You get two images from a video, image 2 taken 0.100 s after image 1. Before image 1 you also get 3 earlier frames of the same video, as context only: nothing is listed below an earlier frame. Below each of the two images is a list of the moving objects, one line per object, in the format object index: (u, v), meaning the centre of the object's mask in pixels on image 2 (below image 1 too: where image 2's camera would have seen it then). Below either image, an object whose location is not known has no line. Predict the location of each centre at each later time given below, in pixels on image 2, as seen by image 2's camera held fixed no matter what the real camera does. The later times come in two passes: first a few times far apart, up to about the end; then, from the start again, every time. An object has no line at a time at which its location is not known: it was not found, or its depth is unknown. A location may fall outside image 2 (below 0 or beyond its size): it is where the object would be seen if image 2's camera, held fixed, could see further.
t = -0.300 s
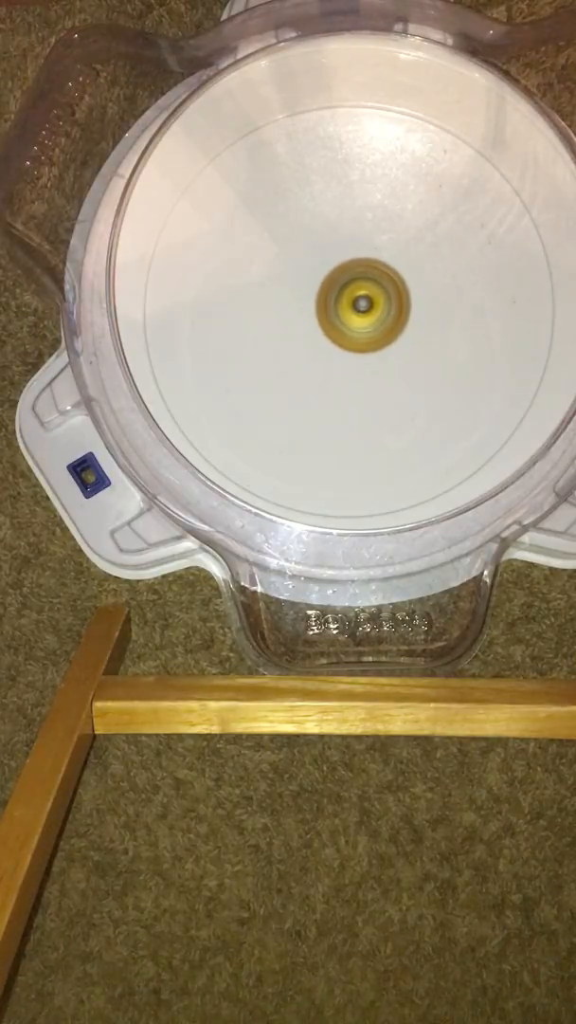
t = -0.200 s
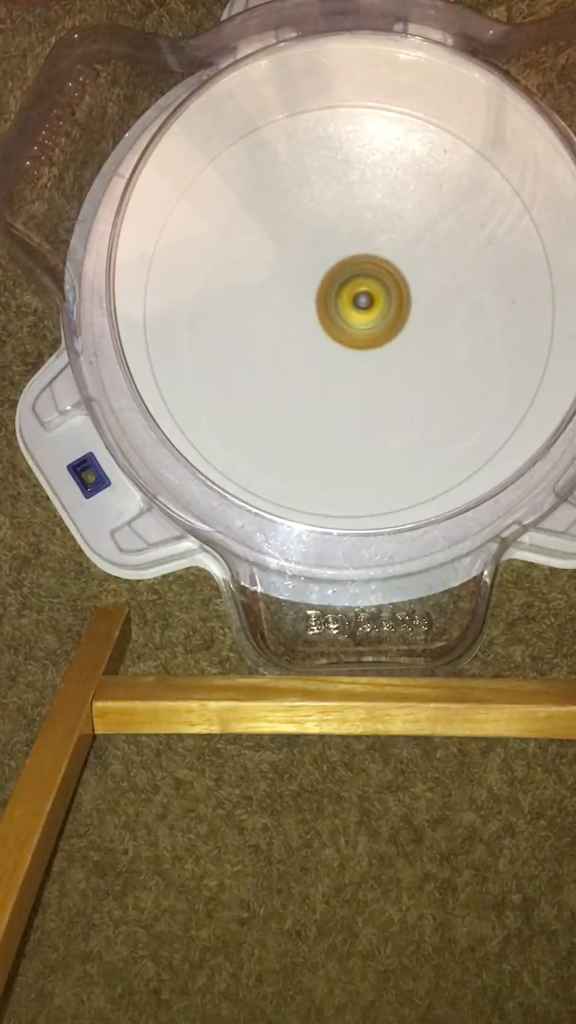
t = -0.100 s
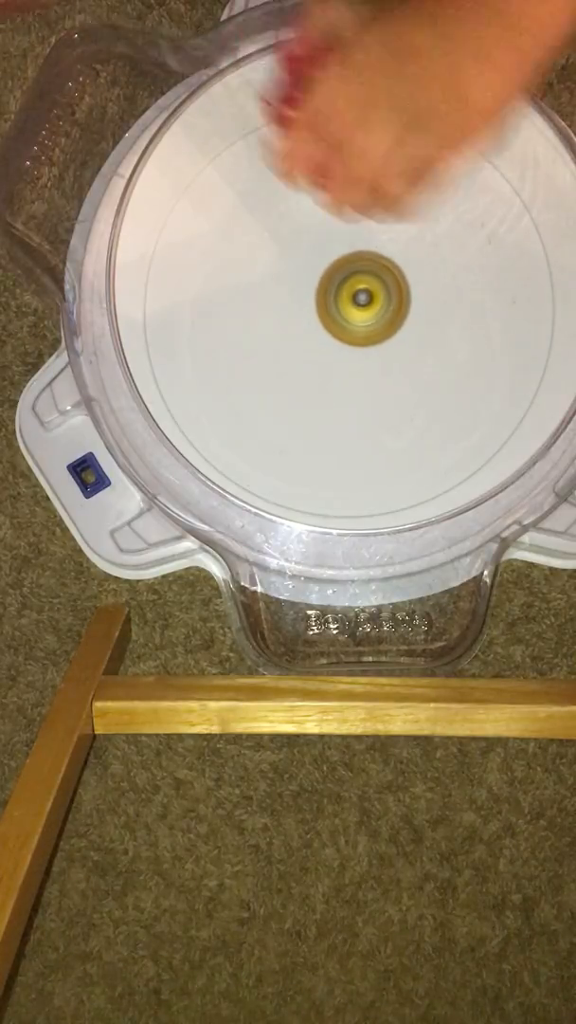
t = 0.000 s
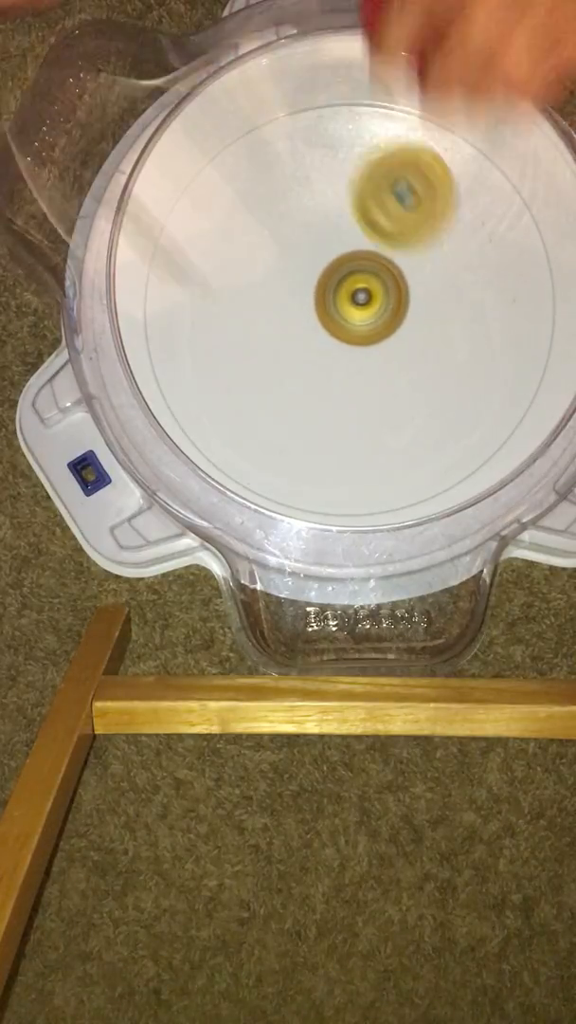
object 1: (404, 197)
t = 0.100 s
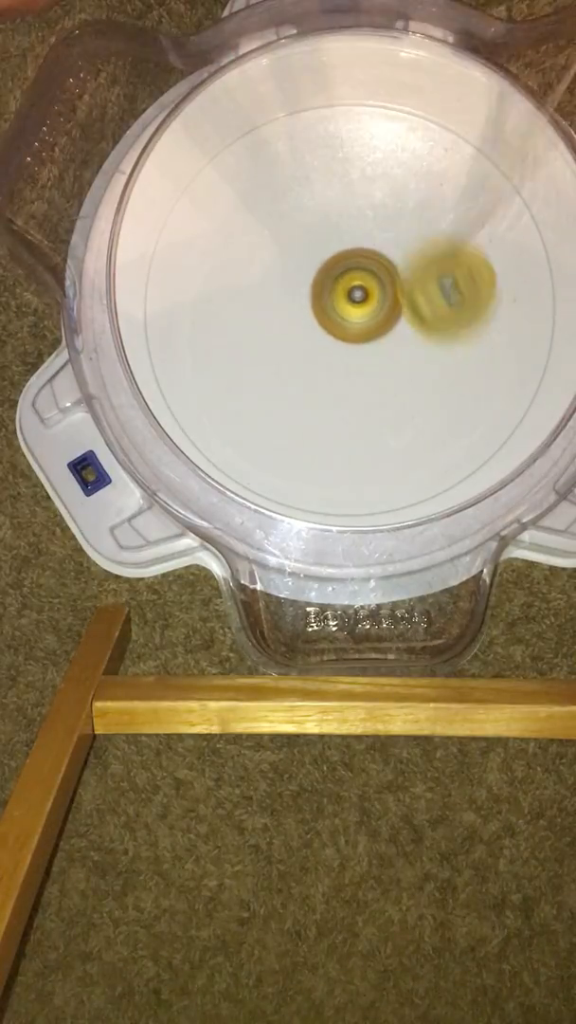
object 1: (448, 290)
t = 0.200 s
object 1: (504, 363)
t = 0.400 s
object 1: (499, 410)
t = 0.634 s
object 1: (446, 325)
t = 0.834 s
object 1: (464, 194)
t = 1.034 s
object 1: (284, 131)
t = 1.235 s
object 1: (197, 403)
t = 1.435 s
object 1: (451, 532)
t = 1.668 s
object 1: (496, 232)
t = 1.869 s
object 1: (240, 134)
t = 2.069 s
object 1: (228, 452)
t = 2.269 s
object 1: (534, 375)
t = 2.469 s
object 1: (354, 100)
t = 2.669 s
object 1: (164, 352)
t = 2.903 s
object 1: (478, 452)
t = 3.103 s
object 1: (471, 139)
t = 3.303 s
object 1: (173, 213)
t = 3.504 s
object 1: (275, 481)
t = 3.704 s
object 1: (534, 374)
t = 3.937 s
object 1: (366, 100)
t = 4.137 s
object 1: (152, 290)
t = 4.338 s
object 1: (325, 496)
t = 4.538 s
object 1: (541, 341)
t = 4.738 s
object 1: (402, 105)
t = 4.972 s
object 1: (152, 281)
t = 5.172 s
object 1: (294, 489)
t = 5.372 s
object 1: (528, 394)
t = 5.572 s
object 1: (476, 141)
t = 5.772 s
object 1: (220, 149)
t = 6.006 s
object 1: (199, 421)
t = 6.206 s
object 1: (420, 487)
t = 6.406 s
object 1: (543, 291)
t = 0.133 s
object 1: (469, 317)
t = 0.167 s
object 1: (488, 338)
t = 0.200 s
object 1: (504, 363)
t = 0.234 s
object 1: (514, 379)
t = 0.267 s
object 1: (519, 393)
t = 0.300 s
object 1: (520, 402)
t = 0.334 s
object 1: (516, 408)
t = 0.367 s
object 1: (510, 411)
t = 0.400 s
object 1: (499, 410)
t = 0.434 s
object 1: (484, 402)
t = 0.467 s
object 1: (468, 390)
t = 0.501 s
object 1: (452, 373)
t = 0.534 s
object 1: (436, 352)
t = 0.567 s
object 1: (436, 341)
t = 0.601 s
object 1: (441, 335)
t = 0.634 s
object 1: (446, 325)
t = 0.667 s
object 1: (450, 312)
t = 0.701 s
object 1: (455, 296)
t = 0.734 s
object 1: (460, 276)
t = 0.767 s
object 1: (463, 252)
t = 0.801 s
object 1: (466, 224)
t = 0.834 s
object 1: (464, 194)
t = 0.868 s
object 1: (456, 163)
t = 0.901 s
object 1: (441, 131)
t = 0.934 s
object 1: (413, 111)
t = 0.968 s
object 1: (372, 109)
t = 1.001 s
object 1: (324, 114)
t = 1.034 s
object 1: (284, 131)
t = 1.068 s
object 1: (243, 161)
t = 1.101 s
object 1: (210, 203)
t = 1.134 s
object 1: (190, 250)
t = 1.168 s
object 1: (180, 301)
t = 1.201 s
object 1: (184, 353)
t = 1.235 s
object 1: (197, 403)
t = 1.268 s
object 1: (224, 444)
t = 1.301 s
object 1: (259, 476)
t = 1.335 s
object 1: (303, 495)
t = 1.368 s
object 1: (350, 527)
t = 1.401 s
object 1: (407, 538)
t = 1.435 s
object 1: (451, 532)
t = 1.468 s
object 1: (457, 498)
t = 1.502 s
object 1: (460, 461)
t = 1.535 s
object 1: (470, 427)
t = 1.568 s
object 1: (480, 383)
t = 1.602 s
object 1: (490, 338)
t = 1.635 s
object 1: (499, 288)
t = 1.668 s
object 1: (496, 232)
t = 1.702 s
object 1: (482, 179)
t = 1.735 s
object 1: (455, 130)
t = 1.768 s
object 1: (408, 110)
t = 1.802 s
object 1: (349, 104)
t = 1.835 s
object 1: (292, 109)
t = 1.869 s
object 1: (240, 134)
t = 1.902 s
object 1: (194, 177)
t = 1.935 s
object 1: (165, 234)
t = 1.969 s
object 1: (154, 294)
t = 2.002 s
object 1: (165, 357)
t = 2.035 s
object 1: (188, 407)
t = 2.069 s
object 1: (228, 452)
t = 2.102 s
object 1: (281, 482)
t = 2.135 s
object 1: (334, 497)
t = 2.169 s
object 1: (395, 492)
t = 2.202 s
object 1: (451, 471)
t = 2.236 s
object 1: (503, 430)
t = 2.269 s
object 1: (534, 375)
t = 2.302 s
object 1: (542, 315)
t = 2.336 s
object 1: (538, 253)
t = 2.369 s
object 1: (516, 188)
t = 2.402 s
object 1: (475, 142)
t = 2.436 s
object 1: (421, 111)
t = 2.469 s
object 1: (354, 100)
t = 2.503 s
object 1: (291, 111)
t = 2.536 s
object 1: (239, 136)
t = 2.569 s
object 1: (192, 179)
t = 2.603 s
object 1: (165, 235)
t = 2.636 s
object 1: (154, 292)
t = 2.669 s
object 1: (164, 352)
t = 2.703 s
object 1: (185, 402)
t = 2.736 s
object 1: (221, 445)
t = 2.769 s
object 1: (267, 477)
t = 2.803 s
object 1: (318, 494)
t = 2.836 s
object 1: (374, 496)
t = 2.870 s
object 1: (431, 481)
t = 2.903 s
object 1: (478, 452)
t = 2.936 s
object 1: (520, 407)
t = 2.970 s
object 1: (539, 353)
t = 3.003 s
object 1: (542, 294)
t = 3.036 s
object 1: (535, 233)
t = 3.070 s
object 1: (511, 181)
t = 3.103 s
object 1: (471, 139)
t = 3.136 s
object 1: (419, 109)
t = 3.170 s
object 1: (356, 100)
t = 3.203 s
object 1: (302, 106)
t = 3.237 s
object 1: (249, 129)
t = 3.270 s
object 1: (205, 165)
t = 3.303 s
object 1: (173, 213)
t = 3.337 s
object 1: (158, 267)
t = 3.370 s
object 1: (155, 321)
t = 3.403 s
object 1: (171, 374)
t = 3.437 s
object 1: (195, 418)
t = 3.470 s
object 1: (230, 453)
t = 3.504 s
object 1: (275, 481)
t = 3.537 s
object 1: (324, 495)
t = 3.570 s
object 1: (377, 497)
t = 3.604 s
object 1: (427, 484)
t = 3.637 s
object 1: (475, 459)
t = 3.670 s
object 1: (512, 420)
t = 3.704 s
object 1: (534, 374)
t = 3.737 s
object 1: (542, 324)
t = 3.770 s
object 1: (542, 271)
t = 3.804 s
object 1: (532, 218)
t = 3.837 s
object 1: (508, 174)
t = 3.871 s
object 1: (468, 136)
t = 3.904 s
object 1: (419, 110)
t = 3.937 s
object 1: (366, 100)
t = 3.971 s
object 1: (310, 104)
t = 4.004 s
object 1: (259, 122)
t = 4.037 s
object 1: (217, 152)
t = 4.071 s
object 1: (184, 193)
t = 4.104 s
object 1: (162, 241)
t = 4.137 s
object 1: (152, 290)
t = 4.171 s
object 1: (161, 341)
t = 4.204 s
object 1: (177, 388)
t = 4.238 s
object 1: (201, 426)
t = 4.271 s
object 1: (237, 460)
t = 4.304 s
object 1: (280, 483)
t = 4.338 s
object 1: (325, 496)
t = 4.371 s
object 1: (374, 497)
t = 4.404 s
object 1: (420, 486)
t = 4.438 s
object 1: (466, 464)
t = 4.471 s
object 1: (504, 431)
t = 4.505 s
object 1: (530, 389)
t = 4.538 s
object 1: (541, 341)
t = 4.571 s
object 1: (543, 291)
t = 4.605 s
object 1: (537, 240)
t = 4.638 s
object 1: (522, 194)
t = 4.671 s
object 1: (488, 153)
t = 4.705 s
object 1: (453, 125)
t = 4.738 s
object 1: (402, 105)
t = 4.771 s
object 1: (348, 99)
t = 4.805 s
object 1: (300, 106)
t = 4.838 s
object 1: (255, 124)
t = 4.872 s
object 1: (215, 153)
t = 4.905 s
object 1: (184, 192)
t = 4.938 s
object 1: (164, 235)
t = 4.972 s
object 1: (152, 281)
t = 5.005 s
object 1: (157, 328)
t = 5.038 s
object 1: (169, 372)
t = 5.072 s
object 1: (189, 412)
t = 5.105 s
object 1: (218, 444)
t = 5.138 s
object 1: (255, 471)
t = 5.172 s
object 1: (294, 489)
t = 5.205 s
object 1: (337, 498)
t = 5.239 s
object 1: (383, 496)
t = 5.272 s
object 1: (426, 484)
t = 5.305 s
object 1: (466, 462)
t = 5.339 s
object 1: (502, 433)
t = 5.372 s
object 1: (528, 394)
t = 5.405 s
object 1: (540, 351)
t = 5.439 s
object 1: (543, 305)
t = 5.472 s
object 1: (540, 258)
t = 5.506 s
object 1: (532, 215)
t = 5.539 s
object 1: (510, 174)
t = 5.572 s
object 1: (476, 141)
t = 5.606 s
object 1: (437, 117)
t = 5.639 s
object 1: (390, 103)
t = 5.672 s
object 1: (343, 99)
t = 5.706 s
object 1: (298, 107)
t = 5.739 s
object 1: (258, 123)
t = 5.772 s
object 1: (220, 149)
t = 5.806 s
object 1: (190, 182)
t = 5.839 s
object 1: (169, 221)
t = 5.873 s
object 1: (158, 264)
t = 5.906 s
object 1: (153, 307)
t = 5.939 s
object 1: (163, 348)
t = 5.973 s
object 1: (179, 388)
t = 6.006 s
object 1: (199, 421)
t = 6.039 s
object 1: (229, 451)
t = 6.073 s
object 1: (264, 474)
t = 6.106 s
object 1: (301, 489)
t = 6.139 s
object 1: (340, 497)
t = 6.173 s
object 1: (381, 496)
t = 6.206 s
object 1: (420, 487)
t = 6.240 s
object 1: (457, 469)
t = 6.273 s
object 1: (493, 445)
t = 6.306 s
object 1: (521, 412)
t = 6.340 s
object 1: (536, 374)
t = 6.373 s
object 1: (542, 334)
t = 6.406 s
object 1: (543, 291)
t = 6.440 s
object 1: (539, 247)
